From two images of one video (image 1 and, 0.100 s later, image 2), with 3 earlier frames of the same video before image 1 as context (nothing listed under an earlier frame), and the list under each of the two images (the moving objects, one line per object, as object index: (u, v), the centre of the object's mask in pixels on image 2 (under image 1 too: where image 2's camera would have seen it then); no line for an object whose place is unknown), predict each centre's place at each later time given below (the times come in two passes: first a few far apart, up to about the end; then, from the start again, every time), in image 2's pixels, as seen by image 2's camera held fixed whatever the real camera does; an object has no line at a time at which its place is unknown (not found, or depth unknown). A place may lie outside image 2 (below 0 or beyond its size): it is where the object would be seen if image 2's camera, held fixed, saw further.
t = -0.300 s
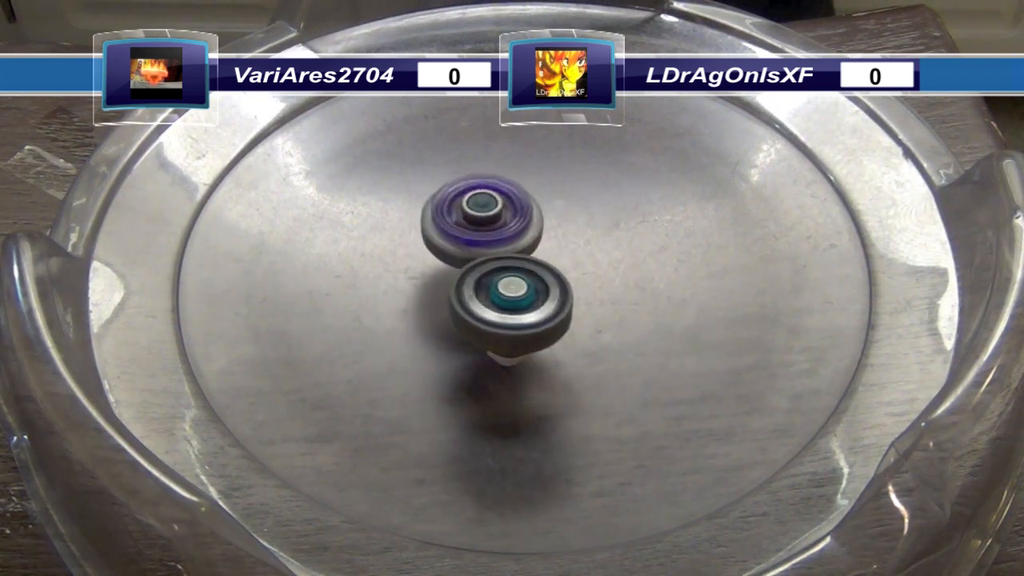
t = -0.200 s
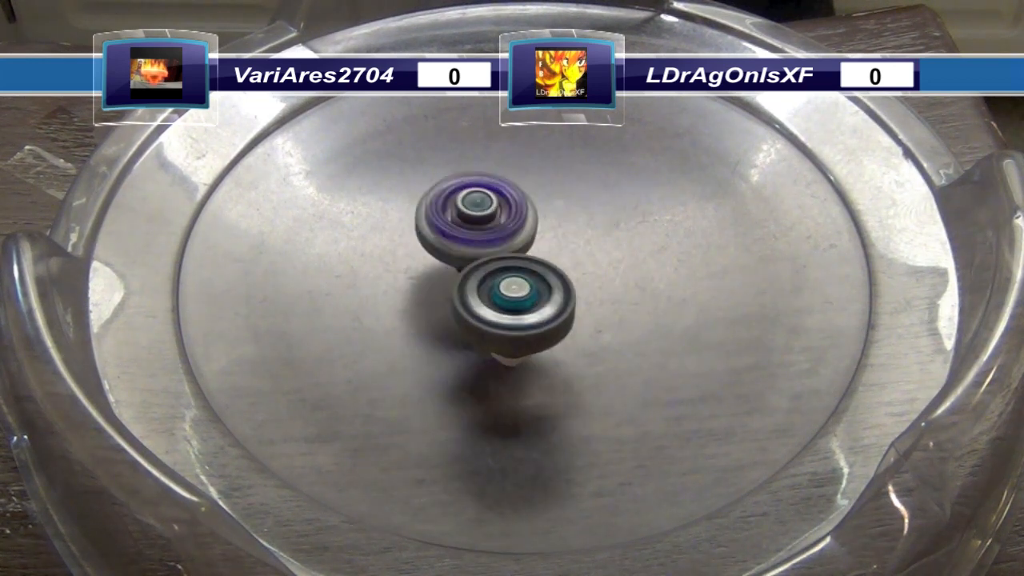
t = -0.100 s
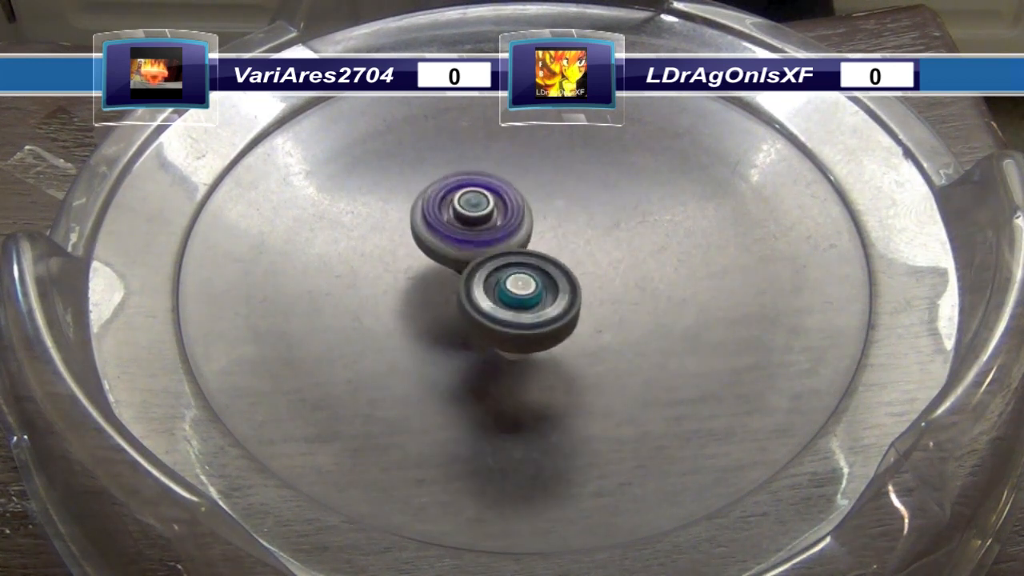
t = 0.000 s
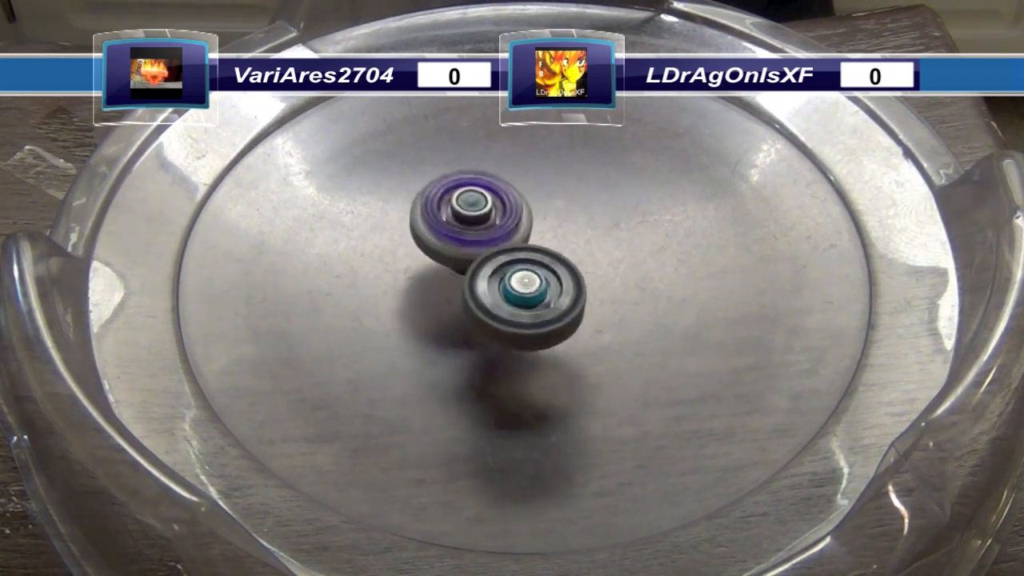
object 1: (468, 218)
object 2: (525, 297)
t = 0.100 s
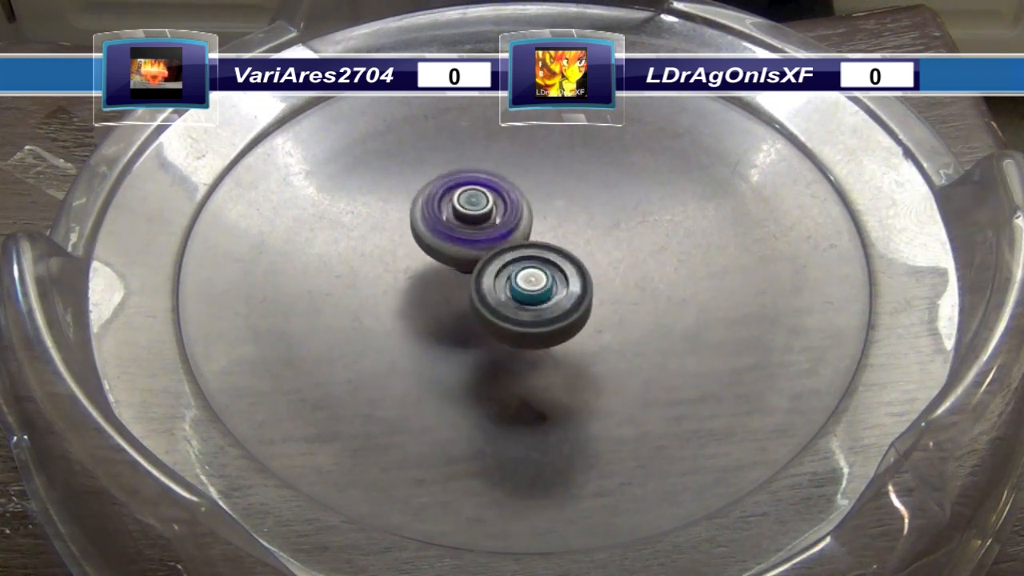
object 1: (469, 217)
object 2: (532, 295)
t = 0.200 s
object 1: (472, 217)
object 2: (539, 292)
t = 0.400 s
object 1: (481, 217)
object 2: (558, 301)
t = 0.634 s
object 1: (484, 221)
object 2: (554, 301)
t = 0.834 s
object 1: (487, 222)
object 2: (547, 302)
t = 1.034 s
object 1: (486, 221)
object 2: (543, 298)
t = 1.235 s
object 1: (488, 216)
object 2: (544, 294)
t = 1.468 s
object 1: (495, 206)
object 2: (549, 298)
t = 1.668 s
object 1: (502, 209)
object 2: (549, 290)
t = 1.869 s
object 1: (502, 210)
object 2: (546, 295)
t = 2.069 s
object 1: (494, 213)
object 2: (548, 297)
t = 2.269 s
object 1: (481, 214)
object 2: (549, 293)
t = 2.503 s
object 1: (476, 213)
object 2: (548, 285)
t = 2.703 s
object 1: (477, 213)
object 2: (556, 284)
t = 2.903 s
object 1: (473, 210)
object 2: (565, 294)
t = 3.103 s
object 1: (471, 214)
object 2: (558, 288)
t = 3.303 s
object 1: (466, 219)
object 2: (560, 280)
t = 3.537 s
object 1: (460, 226)
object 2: (567, 276)
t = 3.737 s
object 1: (459, 229)
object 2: (568, 275)
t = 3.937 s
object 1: (456, 228)
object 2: (564, 274)
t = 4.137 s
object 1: (457, 225)
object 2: (564, 283)
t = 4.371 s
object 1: (465, 229)
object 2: (567, 278)
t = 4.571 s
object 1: (465, 225)
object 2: (555, 289)
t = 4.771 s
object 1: (461, 221)
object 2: (552, 283)
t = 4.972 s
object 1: (468, 218)
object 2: (559, 287)
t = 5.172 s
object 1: (476, 221)
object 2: (563, 291)
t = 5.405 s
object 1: (473, 216)
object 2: (526, 307)
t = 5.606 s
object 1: (485, 206)
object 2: (512, 299)
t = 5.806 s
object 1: (505, 210)
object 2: (515, 300)
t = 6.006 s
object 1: (529, 244)
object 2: (508, 336)
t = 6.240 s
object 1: (527, 258)
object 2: (470, 336)
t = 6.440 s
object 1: (549, 229)
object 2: (463, 305)
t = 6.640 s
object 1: (580, 198)
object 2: (524, 274)
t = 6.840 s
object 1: (625, 181)
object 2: (543, 283)
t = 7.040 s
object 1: (608, 211)
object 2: (519, 275)
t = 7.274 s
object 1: (584, 215)
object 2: (468, 248)
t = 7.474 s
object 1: (581, 217)
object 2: (461, 229)
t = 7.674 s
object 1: (567, 223)
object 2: (452, 247)
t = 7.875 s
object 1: (525, 255)
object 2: (399, 256)
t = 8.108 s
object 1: (516, 277)
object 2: (404, 210)
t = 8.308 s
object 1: (520, 294)
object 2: (477, 207)
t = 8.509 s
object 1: (492, 327)
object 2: (498, 236)
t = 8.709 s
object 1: (446, 324)
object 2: (520, 226)
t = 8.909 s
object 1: (443, 278)
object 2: (540, 262)
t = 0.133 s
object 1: (470, 217)
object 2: (534, 296)
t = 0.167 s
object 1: (470, 217)
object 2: (537, 293)
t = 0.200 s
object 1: (472, 217)
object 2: (539, 292)
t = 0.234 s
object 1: (474, 218)
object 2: (543, 292)
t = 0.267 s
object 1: (475, 219)
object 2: (547, 292)
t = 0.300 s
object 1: (477, 219)
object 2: (548, 290)
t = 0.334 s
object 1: (479, 219)
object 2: (550, 292)
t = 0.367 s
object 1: (481, 219)
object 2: (554, 295)
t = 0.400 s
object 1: (481, 217)
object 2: (558, 301)
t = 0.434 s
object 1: (482, 218)
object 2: (555, 303)
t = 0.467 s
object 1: (481, 218)
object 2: (555, 303)
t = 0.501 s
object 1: (480, 218)
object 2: (557, 302)
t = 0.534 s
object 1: (481, 218)
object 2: (557, 302)
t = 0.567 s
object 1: (482, 219)
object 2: (557, 302)
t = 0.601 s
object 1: (483, 220)
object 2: (556, 302)
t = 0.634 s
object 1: (484, 221)
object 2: (554, 301)
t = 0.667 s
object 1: (485, 222)
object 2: (552, 300)
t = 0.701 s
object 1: (486, 223)
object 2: (551, 299)
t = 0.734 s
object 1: (485, 223)
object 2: (552, 301)
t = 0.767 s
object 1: (487, 223)
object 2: (549, 301)
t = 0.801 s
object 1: (486, 224)
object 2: (547, 301)
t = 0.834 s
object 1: (487, 222)
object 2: (547, 302)
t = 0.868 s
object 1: (488, 223)
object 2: (544, 302)
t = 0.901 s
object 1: (487, 222)
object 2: (543, 302)
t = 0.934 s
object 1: (487, 221)
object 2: (543, 301)
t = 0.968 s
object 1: (486, 221)
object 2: (544, 300)
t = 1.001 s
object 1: (486, 221)
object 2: (542, 299)
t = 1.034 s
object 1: (486, 221)
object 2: (543, 298)
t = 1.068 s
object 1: (486, 219)
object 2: (544, 298)
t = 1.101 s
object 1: (488, 218)
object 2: (541, 298)
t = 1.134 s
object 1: (487, 217)
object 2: (542, 298)
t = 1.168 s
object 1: (489, 216)
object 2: (544, 296)
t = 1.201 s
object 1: (489, 216)
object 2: (543, 294)
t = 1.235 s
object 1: (488, 216)
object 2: (544, 294)
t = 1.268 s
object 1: (490, 214)
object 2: (546, 293)
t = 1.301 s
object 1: (492, 213)
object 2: (543, 292)
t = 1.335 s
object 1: (491, 209)
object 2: (546, 298)
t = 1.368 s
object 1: (493, 208)
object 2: (545, 299)
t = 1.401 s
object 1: (493, 208)
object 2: (543, 298)
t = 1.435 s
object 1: (494, 207)
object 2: (546, 298)
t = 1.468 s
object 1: (495, 206)
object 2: (549, 298)
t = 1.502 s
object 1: (496, 206)
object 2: (548, 298)
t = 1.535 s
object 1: (497, 206)
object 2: (547, 298)
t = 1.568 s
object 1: (499, 206)
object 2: (548, 295)
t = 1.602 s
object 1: (500, 207)
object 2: (548, 293)
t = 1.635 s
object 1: (501, 208)
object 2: (549, 292)
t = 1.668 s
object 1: (502, 209)
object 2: (549, 290)
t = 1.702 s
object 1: (502, 207)
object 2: (549, 294)
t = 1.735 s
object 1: (504, 208)
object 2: (546, 296)
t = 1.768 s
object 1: (503, 209)
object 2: (544, 293)
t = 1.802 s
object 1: (502, 210)
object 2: (545, 291)
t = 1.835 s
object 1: (502, 209)
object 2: (549, 295)
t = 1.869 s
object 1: (502, 210)
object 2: (546, 295)
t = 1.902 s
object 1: (499, 212)
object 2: (545, 294)
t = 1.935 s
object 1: (497, 212)
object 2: (548, 293)
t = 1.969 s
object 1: (498, 213)
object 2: (549, 293)
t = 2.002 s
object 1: (497, 214)
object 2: (550, 294)
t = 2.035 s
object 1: (494, 214)
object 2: (551, 296)
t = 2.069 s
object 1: (494, 213)
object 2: (548, 297)
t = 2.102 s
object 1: (492, 214)
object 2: (545, 295)
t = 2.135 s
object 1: (489, 214)
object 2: (546, 293)
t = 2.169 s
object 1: (487, 214)
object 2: (546, 292)
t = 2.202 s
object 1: (486, 215)
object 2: (549, 292)
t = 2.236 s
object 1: (484, 215)
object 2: (548, 290)
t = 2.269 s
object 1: (481, 214)
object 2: (549, 293)
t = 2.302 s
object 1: (481, 213)
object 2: (546, 295)
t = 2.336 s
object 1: (480, 213)
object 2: (541, 292)
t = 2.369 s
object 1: (478, 214)
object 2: (544, 290)
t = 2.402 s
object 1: (477, 213)
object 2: (548, 288)
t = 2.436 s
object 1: (477, 213)
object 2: (549, 288)
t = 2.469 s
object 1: (477, 213)
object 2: (550, 288)
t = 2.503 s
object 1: (476, 213)
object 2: (548, 285)
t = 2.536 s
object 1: (477, 213)
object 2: (550, 283)
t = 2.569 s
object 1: (477, 211)
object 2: (555, 287)
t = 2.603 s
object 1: (478, 211)
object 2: (554, 289)
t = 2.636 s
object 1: (478, 213)
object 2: (553, 289)
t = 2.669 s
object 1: (476, 213)
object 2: (554, 285)
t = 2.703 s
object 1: (477, 213)
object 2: (556, 284)
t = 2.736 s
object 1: (478, 213)
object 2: (559, 284)
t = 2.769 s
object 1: (477, 215)
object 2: (559, 283)
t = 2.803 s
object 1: (478, 216)
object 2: (559, 283)
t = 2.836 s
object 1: (478, 217)
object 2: (560, 281)
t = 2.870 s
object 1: (473, 211)
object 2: (565, 288)
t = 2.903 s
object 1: (473, 210)
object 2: (565, 294)
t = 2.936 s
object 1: (474, 210)
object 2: (557, 294)
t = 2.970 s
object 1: (473, 212)
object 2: (556, 293)
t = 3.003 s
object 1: (470, 212)
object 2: (557, 289)
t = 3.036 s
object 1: (470, 212)
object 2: (557, 289)
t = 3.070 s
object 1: (471, 213)
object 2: (560, 288)
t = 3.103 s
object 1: (471, 214)
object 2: (558, 288)
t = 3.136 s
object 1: (469, 215)
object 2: (558, 287)
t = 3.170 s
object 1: (469, 216)
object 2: (557, 285)
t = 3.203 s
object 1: (469, 217)
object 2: (557, 283)
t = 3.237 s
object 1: (468, 218)
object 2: (558, 281)
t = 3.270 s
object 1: (467, 218)
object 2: (559, 280)
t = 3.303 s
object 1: (466, 219)
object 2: (560, 280)
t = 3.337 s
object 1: (466, 220)
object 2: (561, 277)
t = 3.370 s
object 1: (464, 222)
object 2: (561, 276)
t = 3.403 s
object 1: (462, 223)
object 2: (565, 275)
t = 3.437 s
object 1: (463, 224)
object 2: (564, 275)
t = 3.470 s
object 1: (463, 225)
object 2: (565, 275)
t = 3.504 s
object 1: (459, 226)
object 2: (567, 274)
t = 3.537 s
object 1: (460, 226)
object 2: (567, 276)
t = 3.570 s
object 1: (460, 228)
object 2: (566, 275)
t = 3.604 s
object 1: (458, 229)
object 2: (565, 273)
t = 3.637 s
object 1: (457, 229)
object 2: (567, 272)
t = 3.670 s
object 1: (458, 229)
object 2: (568, 272)
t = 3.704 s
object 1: (457, 229)
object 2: (571, 274)
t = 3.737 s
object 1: (459, 229)
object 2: (568, 275)
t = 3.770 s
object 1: (457, 230)
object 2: (565, 276)
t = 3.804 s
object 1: (455, 229)
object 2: (567, 275)
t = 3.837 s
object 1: (458, 228)
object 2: (565, 276)
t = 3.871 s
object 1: (458, 229)
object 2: (566, 276)
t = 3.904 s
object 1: (456, 229)
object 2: (564, 275)
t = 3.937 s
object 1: (456, 228)
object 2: (564, 274)
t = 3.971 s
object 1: (455, 226)
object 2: (566, 274)
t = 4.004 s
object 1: (457, 226)
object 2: (565, 276)
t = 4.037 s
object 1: (459, 228)
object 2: (564, 274)
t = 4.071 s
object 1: (454, 225)
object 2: (569, 279)
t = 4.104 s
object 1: (455, 223)
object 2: (570, 283)
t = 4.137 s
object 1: (457, 225)
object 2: (564, 283)
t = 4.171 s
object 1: (456, 226)
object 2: (562, 281)
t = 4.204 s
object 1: (456, 225)
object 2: (561, 276)
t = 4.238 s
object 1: (458, 226)
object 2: (564, 275)
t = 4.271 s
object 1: (460, 227)
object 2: (567, 274)
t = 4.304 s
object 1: (462, 228)
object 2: (568, 275)
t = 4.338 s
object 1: (463, 229)
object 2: (569, 275)
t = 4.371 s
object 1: (465, 229)
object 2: (567, 278)
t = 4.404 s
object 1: (461, 225)
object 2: (570, 285)
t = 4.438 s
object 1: (463, 225)
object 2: (562, 290)
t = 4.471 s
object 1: (464, 227)
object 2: (557, 290)
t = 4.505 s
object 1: (462, 227)
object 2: (553, 288)
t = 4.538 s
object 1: (462, 225)
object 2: (554, 289)
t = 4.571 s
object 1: (465, 225)
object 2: (555, 289)
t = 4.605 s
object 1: (462, 222)
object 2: (558, 291)
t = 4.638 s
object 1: (463, 221)
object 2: (557, 292)
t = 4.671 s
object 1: (463, 222)
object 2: (554, 292)
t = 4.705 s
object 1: (461, 221)
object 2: (554, 289)
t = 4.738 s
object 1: (461, 221)
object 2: (554, 286)
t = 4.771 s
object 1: (461, 221)
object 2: (552, 283)
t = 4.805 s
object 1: (461, 219)
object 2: (551, 281)
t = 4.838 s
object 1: (462, 217)
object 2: (554, 281)
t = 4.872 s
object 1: (466, 217)
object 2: (552, 282)
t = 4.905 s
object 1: (466, 219)
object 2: (553, 280)
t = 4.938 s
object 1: (465, 220)
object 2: (555, 284)
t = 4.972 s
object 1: (468, 218)
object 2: (559, 287)
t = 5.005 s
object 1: (473, 219)
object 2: (560, 288)
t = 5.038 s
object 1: (473, 222)
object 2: (562, 288)
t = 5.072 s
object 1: (473, 224)
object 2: (559, 288)
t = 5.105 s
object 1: (474, 224)
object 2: (561, 286)
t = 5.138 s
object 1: (476, 223)
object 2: (561, 288)
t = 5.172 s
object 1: (476, 221)
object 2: (563, 291)
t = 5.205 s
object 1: (479, 222)
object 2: (557, 294)
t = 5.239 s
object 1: (477, 223)
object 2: (555, 298)
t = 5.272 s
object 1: (476, 222)
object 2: (550, 302)
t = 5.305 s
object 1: (477, 222)
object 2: (546, 302)
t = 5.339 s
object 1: (475, 222)
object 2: (537, 304)
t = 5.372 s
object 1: (471, 217)
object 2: (533, 306)
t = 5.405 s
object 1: (473, 216)
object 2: (526, 307)
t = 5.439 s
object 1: (474, 215)
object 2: (520, 304)
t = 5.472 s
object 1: (473, 214)
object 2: (515, 300)
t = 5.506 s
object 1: (473, 210)
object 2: (512, 297)
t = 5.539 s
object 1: (477, 207)
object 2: (511, 296)
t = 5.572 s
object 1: (481, 205)
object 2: (513, 297)
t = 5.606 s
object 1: (485, 206)
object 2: (512, 299)
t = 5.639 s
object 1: (488, 206)
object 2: (509, 298)
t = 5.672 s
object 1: (491, 205)
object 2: (509, 298)
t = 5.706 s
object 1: (495, 205)
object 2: (509, 297)
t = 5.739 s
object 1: (497, 206)
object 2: (513, 297)
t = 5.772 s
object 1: (501, 208)
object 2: (513, 299)
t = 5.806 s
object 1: (505, 210)
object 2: (515, 300)
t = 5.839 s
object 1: (509, 214)
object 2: (512, 302)
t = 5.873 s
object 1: (515, 217)
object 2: (508, 309)
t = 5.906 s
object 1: (522, 222)
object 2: (507, 318)
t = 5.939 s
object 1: (525, 230)
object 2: (508, 326)
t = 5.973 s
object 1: (527, 237)
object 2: (509, 333)
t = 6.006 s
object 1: (529, 244)
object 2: (508, 336)
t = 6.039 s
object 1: (531, 249)
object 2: (504, 342)
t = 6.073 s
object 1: (530, 253)
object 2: (499, 345)
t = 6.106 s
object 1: (530, 255)
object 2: (494, 348)
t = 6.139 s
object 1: (531, 257)
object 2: (486, 349)
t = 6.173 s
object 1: (531, 259)
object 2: (481, 343)
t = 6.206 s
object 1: (528, 260)
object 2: (476, 340)
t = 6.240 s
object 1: (527, 258)
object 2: (470, 336)
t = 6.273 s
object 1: (529, 256)
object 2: (467, 332)
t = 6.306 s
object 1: (532, 254)
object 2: (462, 324)
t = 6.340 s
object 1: (534, 250)
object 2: (461, 319)
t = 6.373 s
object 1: (536, 246)
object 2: (463, 315)
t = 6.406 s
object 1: (544, 238)
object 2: (461, 308)
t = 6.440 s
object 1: (549, 229)
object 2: (463, 305)
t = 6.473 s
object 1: (555, 219)
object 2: (469, 301)
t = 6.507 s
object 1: (560, 213)
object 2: (479, 294)
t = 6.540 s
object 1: (566, 208)
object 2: (487, 290)
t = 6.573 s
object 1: (571, 203)
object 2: (500, 282)
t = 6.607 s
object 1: (578, 201)
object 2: (512, 278)
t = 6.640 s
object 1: (580, 198)
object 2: (524, 274)
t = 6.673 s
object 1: (588, 192)
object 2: (533, 275)
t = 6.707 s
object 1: (597, 187)
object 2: (535, 279)
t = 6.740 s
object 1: (607, 182)
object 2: (539, 281)
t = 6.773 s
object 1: (615, 180)
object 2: (542, 283)
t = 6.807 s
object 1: (622, 180)
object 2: (543, 282)
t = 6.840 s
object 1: (625, 181)
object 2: (543, 283)
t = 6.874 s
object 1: (625, 184)
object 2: (539, 283)
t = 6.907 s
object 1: (625, 187)
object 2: (537, 282)
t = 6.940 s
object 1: (621, 192)
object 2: (535, 282)
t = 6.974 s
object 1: (617, 199)
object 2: (530, 279)
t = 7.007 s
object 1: (610, 206)
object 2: (529, 277)
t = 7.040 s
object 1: (608, 211)
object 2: (519, 275)
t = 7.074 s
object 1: (605, 214)
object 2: (511, 272)
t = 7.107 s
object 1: (602, 214)
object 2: (501, 271)
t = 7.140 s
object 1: (601, 215)
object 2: (492, 268)
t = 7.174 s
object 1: (596, 216)
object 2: (486, 261)
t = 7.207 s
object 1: (589, 217)
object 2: (482, 258)
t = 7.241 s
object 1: (587, 215)
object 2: (475, 251)
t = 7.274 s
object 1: (584, 215)
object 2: (468, 248)
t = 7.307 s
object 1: (584, 215)
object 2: (462, 244)
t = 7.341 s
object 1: (581, 214)
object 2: (463, 240)
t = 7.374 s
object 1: (583, 213)
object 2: (460, 236)
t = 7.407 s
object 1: (586, 213)
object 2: (454, 231)
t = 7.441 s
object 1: (586, 216)
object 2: (455, 227)
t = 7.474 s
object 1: (581, 217)
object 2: (461, 229)
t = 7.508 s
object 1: (580, 216)
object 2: (459, 232)
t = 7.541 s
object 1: (580, 217)
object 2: (455, 236)
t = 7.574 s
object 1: (577, 217)
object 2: (452, 240)
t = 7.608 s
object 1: (575, 220)
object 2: (452, 241)
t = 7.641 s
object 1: (572, 223)
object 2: (454, 243)
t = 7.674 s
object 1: (567, 223)
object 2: (452, 247)
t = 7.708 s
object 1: (562, 233)
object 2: (446, 253)
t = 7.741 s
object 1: (559, 237)
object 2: (432, 257)
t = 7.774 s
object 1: (554, 244)
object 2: (418, 261)
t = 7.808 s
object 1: (547, 248)
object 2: (408, 261)
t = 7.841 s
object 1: (537, 251)
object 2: (402, 258)
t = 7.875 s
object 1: (525, 255)
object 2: (399, 256)
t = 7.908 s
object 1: (518, 258)
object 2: (392, 250)
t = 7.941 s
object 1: (511, 258)
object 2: (388, 243)
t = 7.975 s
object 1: (509, 261)
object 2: (386, 238)
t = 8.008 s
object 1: (510, 264)
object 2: (387, 233)
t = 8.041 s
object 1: (515, 268)
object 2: (389, 223)
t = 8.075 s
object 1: (517, 274)
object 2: (395, 216)
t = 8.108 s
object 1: (516, 277)
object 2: (404, 210)
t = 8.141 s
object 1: (515, 278)
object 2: (418, 206)
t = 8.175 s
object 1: (516, 277)
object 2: (433, 205)
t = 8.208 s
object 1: (519, 279)
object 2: (445, 204)
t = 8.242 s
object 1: (519, 283)
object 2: (455, 202)
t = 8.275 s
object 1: (519, 289)
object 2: (467, 204)
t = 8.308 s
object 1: (520, 294)
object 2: (477, 207)
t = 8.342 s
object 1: (518, 305)
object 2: (484, 207)
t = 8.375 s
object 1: (516, 315)
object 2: (492, 209)
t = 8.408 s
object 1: (510, 319)
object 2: (499, 215)
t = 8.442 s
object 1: (502, 323)
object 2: (500, 223)
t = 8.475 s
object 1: (497, 326)
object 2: (500, 230)
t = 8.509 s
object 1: (492, 327)
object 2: (498, 236)
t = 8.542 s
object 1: (487, 328)
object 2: (496, 239)
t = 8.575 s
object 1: (480, 327)
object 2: (496, 240)
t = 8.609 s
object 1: (472, 328)
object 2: (501, 237)
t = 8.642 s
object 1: (462, 330)
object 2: (507, 232)
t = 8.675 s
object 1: (454, 328)
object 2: (514, 227)
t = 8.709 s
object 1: (446, 324)
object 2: (520, 226)
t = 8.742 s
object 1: (444, 316)
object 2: (526, 230)
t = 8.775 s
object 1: (440, 309)
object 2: (529, 238)
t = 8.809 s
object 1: (440, 302)
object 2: (528, 244)
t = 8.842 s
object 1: (444, 293)
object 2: (528, 247)
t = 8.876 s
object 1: (446, 286)
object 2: (532, 252)
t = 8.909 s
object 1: (443, 278)
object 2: (540, 262)
